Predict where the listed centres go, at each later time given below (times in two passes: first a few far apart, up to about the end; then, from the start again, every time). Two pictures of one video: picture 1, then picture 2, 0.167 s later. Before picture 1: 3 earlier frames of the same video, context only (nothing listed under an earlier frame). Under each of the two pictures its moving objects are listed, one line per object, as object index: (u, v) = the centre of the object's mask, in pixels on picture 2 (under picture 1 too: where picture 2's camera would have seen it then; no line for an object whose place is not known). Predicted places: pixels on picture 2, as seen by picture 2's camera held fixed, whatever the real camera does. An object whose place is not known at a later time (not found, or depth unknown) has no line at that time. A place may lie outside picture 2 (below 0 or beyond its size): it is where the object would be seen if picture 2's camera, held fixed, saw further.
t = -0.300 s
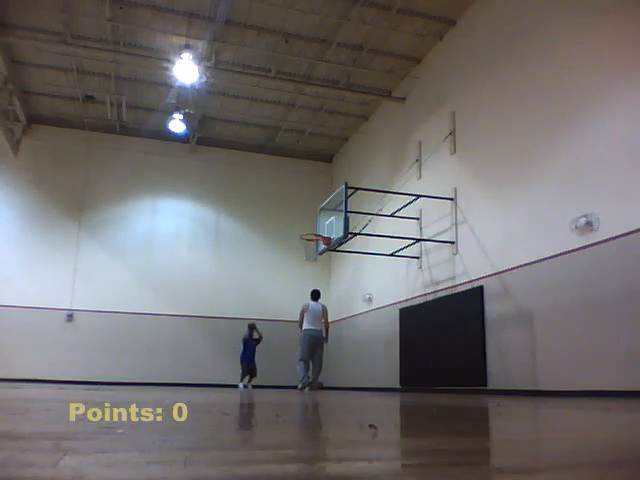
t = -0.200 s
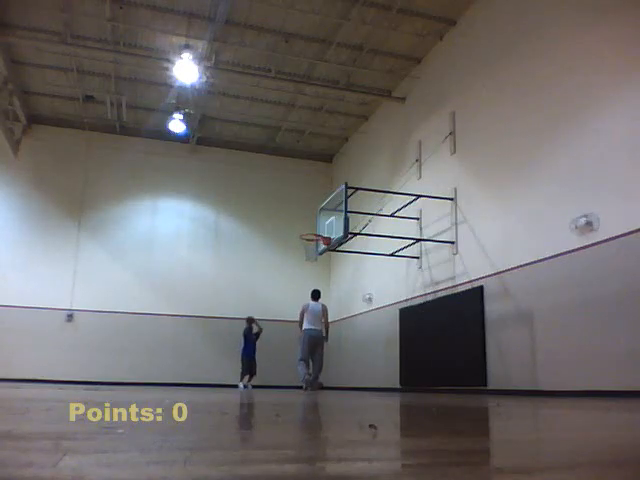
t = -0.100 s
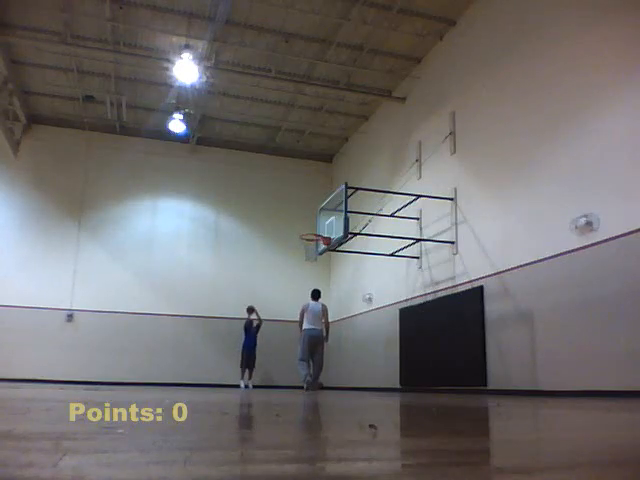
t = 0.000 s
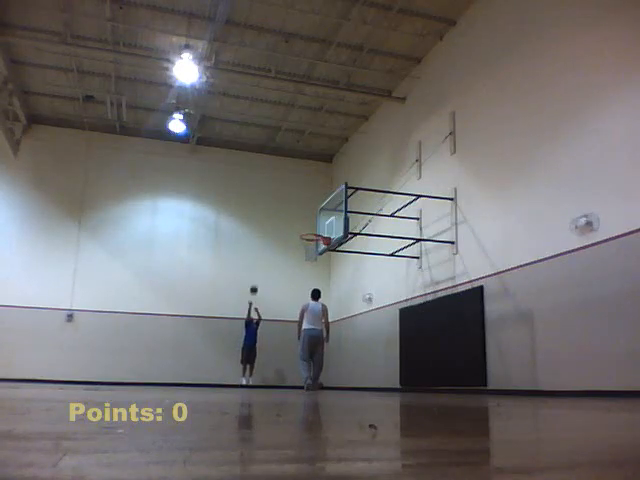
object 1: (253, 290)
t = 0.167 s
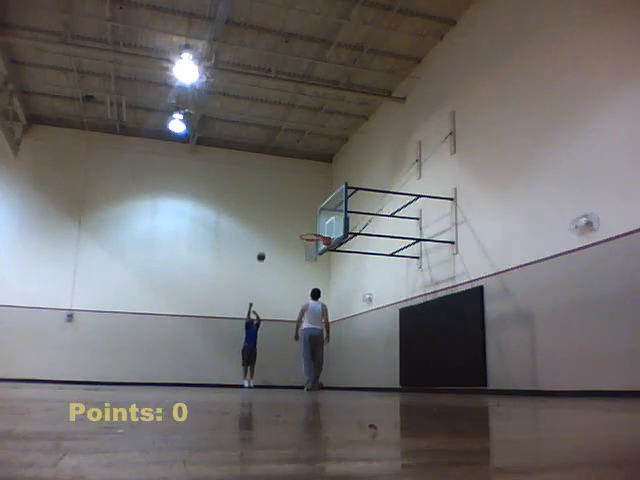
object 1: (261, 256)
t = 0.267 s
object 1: (265, 241)
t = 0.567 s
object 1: (277, 208)
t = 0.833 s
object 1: (289, 203)
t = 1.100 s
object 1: (302, 229)
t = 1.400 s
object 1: (323, 217)
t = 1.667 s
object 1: (301, 225)
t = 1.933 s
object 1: (277, 269)
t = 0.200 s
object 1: (262, 251)
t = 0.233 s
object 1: (264, 246)
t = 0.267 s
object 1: (265, 241)
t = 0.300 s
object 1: (266, 236)
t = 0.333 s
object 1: (268, 231)
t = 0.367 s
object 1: (269, 227)
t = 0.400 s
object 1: (270, 223)
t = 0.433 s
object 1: (272, 219)
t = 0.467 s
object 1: (273, 216)
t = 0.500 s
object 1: (275, 213)
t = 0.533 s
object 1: (276, 210)
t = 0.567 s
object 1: (277, 208)
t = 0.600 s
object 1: (279, 206)
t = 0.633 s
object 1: (280, 205)
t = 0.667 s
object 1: (282, 203)
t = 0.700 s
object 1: (283, 203)
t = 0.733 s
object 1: (285, 202)
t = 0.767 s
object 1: (286, 202)
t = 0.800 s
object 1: (288, 203)
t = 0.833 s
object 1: (289, 203)
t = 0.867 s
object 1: (291, 204)
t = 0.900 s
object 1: (292, 206)
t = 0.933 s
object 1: (294, 209)
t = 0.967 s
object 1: (295, 212)
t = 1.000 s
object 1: (297, 215)
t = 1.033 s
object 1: (299, 219)
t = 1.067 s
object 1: (300, 224)
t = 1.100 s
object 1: (302, 229)
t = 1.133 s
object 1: (305, 231)
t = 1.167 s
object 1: (310, 230)
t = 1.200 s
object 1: (315, 229)
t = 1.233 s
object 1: (318, 226)
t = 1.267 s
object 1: (322, 223)
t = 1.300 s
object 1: (326, 222)
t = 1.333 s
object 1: (328, 220)
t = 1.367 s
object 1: (326, 218)
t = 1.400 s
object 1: (323, 217)
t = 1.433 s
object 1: (320, 216)
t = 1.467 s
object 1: (318, 216)
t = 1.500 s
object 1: (315, 216)
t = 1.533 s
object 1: (312, 217)
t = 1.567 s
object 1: (310, 218)
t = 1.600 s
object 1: (307, 220)
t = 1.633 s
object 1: (304, 222)
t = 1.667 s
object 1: (301, 225)
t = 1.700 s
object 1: (298, 229)
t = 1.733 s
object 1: (295, 233)
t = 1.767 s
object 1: (293, 237)
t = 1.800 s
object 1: (290, 242)
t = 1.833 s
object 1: (287, 248)
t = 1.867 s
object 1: (284, 254)
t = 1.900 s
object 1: (280, 261)
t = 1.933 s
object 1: (277, 269)
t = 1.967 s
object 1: (274, 277)
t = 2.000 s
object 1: (271, 286)
